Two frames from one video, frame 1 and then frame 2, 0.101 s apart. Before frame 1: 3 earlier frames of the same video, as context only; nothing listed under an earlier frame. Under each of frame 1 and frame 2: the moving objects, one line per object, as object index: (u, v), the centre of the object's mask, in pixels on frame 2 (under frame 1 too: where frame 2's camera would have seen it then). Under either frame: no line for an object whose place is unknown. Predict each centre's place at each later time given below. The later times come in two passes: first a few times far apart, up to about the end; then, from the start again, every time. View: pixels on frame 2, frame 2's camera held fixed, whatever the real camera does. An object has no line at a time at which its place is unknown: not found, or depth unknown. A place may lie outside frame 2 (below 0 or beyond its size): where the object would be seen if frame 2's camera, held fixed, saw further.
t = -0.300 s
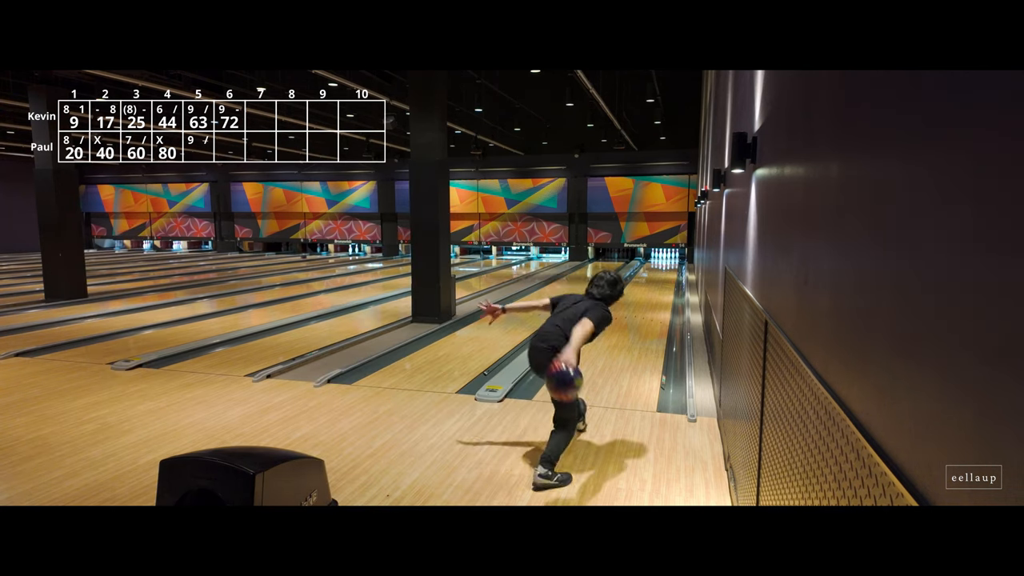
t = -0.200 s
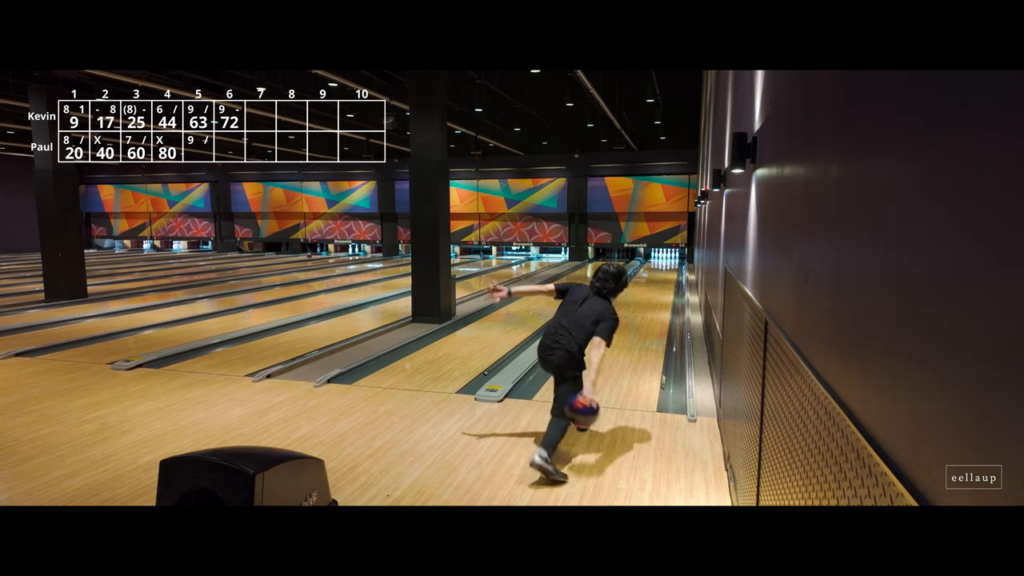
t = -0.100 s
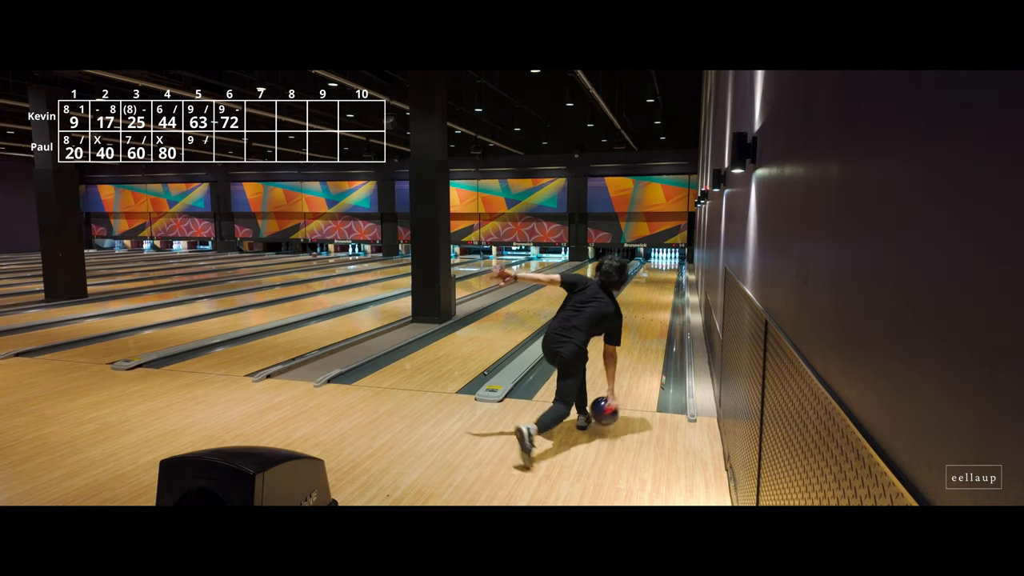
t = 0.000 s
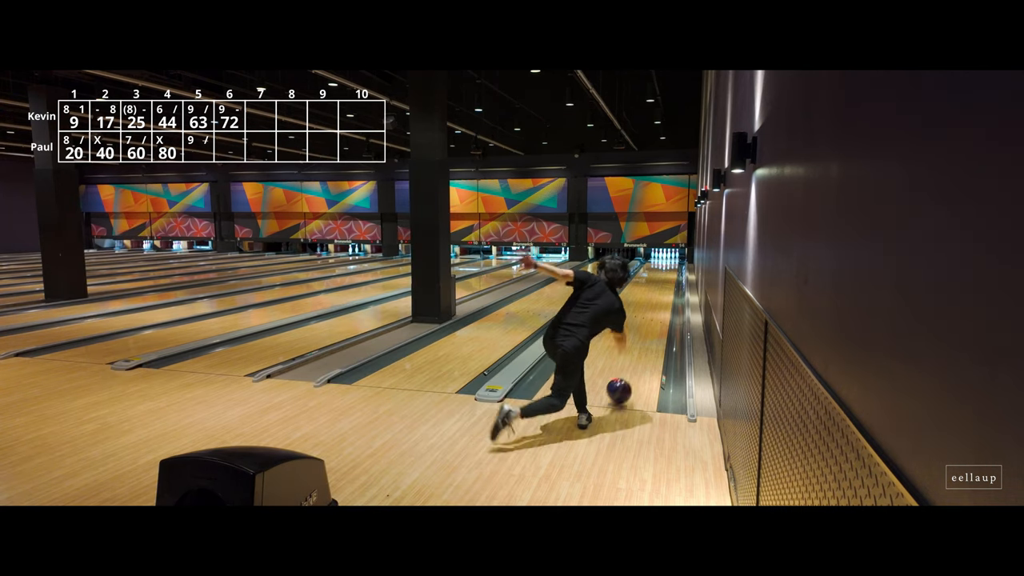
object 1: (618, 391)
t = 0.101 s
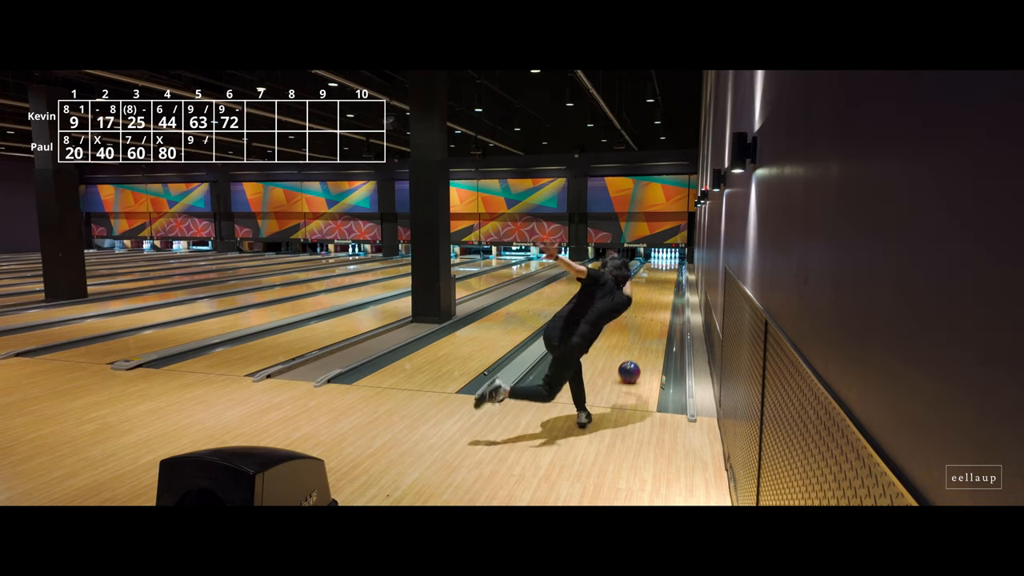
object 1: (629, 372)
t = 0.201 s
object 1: (637, 356)
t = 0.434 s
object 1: (650, 328)
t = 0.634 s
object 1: (657, 312)
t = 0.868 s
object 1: (663, 298)
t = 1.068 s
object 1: (666, 289)
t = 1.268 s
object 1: (668, 282)
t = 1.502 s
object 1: (669, 276)
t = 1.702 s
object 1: (670, 271)
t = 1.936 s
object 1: (670, 267)
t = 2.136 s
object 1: (669, 263)
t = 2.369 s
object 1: (667, 261)
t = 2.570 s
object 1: (665, 259)
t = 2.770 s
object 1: (664, 258)
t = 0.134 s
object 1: (632, 366)
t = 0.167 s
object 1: (634, 361)
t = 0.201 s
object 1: (637, 356)
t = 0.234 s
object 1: (639, 351)
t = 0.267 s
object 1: (641, 347)
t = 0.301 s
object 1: (643, 342)
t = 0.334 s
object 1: (645, 339)
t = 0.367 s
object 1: (647, 335)
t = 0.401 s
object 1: (648, 331)
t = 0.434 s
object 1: (650, 328)
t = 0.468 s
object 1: (651, 325)
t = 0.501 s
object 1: (652, 322)
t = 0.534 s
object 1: (654, 319)
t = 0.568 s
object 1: (655, 316)
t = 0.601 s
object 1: (656, 314)
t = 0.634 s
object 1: (657, 312)
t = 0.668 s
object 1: (658, 309)
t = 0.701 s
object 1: (659, 307)
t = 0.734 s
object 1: (660, 305)
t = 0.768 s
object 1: (660, 303)
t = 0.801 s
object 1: (661, 302)
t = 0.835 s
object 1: (662, 300)
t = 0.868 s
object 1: (663, 298)
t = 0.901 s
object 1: (663, 296)
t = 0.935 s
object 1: (664, 295)
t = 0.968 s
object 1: (664, 293)
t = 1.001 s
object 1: (665, 292)
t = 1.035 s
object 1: (665, 290)
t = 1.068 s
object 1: (666, 289)
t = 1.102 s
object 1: (666, 288)
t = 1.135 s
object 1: (667, 287)
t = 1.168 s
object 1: (667, 285)
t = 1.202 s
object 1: (667, 284)
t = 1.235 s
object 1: (667, 283)
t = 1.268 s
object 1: (668, 282)
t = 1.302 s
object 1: (668, 281)
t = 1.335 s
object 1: (669, 280)
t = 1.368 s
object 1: (669, 279)
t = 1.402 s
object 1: (669, 278)
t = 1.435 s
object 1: (669, 277)
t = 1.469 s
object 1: (669, 276)
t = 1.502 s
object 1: (669, 276)
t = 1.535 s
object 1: (669, 275)
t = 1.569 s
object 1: (670, 274)
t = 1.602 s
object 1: (670, 273)
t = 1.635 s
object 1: (670, 272)
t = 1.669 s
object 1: (670, 272)
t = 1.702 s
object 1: (670, 271)
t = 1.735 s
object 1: (670, 270)
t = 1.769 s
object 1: (670, 269)
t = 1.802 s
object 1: (670, 269)
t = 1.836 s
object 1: (670, 268)
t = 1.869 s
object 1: (670, 268)
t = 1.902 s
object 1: (670, 267)
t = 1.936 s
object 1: (670, 267)
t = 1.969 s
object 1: (670, 266)
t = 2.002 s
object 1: (670, 265)
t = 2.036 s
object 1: (670, 265)
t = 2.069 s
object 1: (669, 264)
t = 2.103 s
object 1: (669, 264)
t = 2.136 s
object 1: (669, 263)
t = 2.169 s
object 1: (669, 263)
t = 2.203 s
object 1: (668, 263)
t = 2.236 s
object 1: (668, 262)
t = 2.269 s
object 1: (668, 262)
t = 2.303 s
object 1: (667, 261)
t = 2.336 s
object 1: (667, 261)
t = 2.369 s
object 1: (667, 261)
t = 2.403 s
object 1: (667, 260)
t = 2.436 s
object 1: (667, 260)
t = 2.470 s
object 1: (666, 259)
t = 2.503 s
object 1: (665, 259)
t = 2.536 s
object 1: (665, 259)
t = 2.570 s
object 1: (665, 259)
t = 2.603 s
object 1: (665, 259)
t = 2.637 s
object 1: (665, 258)
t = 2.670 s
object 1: (664, 258)
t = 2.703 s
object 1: (664, 258)
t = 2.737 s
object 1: (664, 258)
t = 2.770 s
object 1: (664, 258)
